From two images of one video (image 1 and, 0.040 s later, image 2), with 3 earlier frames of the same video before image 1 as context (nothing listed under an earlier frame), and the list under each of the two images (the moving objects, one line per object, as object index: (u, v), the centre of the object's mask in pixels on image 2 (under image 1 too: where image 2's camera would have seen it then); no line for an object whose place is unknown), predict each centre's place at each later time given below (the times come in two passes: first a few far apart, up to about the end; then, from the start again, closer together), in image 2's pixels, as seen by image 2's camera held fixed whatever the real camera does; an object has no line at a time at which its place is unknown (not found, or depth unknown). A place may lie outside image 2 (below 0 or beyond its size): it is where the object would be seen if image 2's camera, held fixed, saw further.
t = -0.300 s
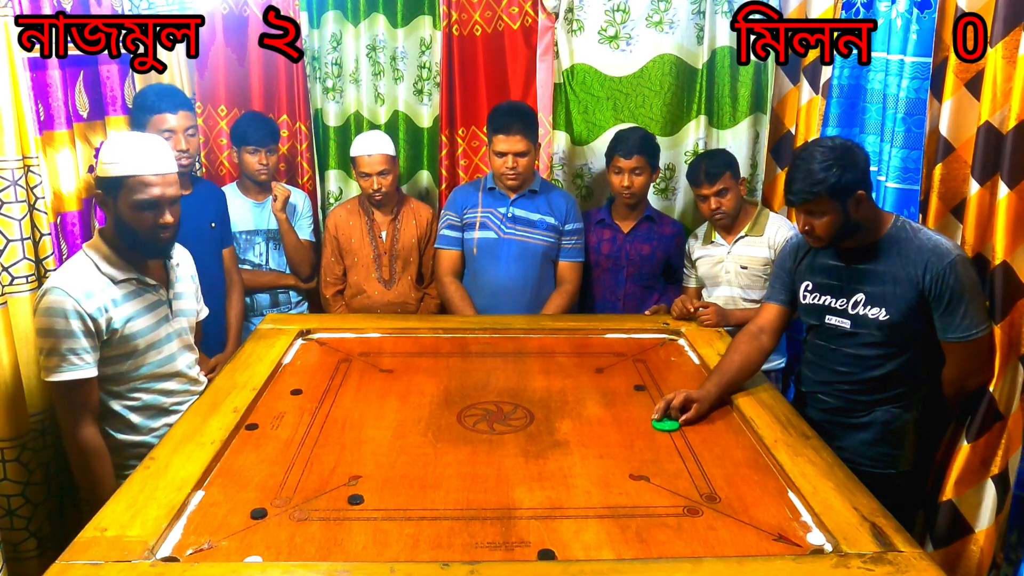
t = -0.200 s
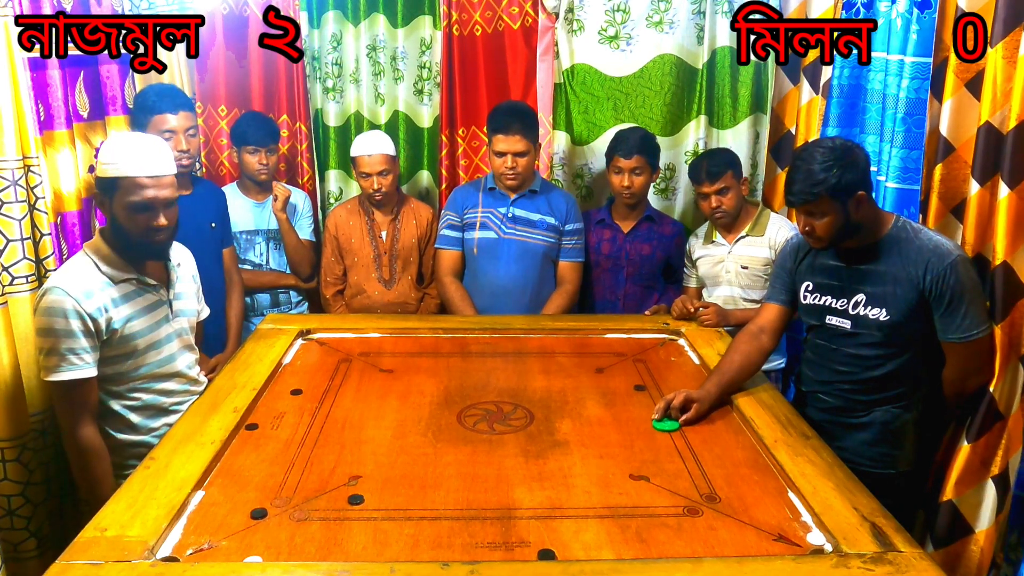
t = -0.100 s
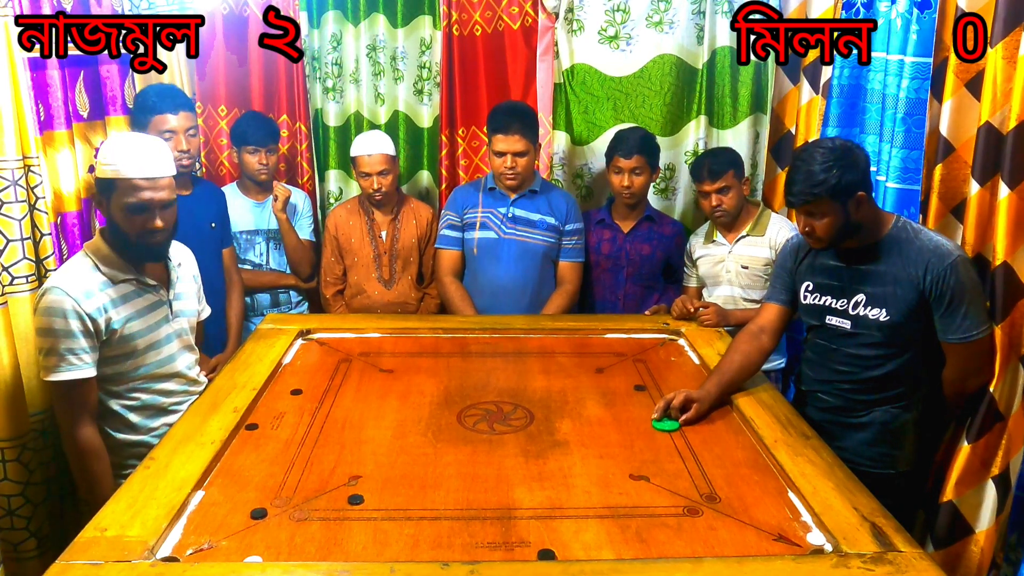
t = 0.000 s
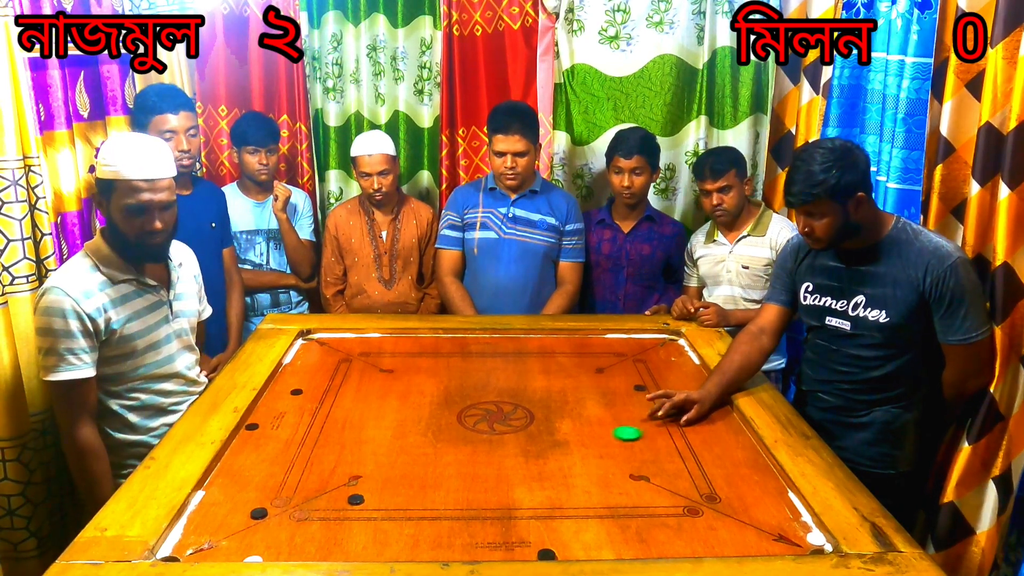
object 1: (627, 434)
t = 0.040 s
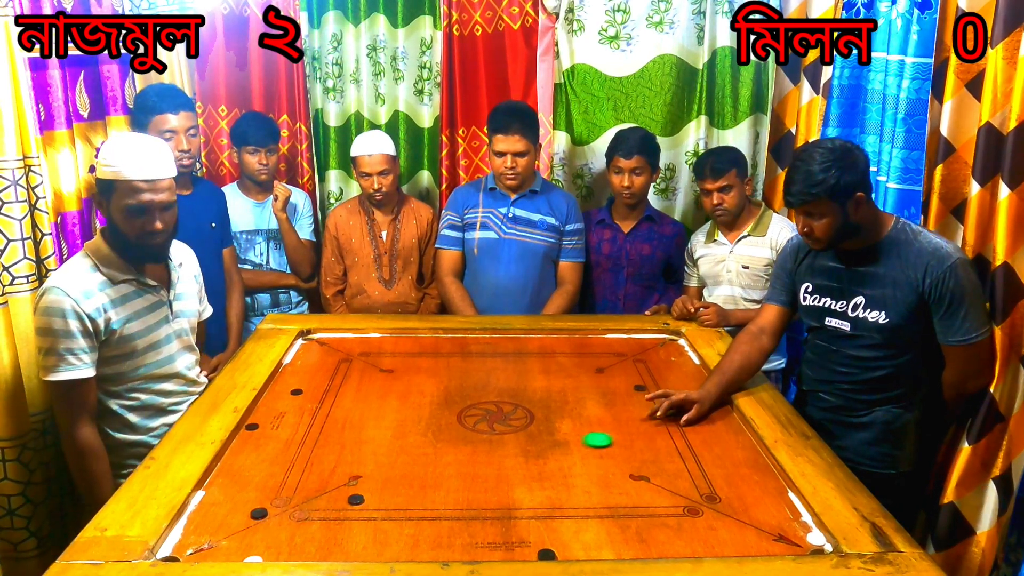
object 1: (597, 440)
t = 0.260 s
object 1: (428, 481)
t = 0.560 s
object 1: (257, 525)
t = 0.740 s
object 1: (198, 547)
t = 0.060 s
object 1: (583, 444)
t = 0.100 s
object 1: (552, 451)
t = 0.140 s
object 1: (522, 458)
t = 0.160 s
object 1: (507, 462)
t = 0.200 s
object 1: (476, 469)
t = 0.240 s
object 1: (444, 477)
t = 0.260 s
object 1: (428, 481)
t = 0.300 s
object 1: (396, 489)
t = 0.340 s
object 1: (368, 496)
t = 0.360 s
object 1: (356, 498)
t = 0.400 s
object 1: (333, 504)
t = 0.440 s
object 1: (311, 509)
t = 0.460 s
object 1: (301, 512)
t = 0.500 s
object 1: (280, 517)
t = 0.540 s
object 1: (264, 523)
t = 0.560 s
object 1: (257, 525)
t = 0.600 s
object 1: (242, 530)
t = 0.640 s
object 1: (229, 535)
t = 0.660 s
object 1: (222, 538)
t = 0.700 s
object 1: (209, 542)
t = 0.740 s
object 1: (198, 547)
